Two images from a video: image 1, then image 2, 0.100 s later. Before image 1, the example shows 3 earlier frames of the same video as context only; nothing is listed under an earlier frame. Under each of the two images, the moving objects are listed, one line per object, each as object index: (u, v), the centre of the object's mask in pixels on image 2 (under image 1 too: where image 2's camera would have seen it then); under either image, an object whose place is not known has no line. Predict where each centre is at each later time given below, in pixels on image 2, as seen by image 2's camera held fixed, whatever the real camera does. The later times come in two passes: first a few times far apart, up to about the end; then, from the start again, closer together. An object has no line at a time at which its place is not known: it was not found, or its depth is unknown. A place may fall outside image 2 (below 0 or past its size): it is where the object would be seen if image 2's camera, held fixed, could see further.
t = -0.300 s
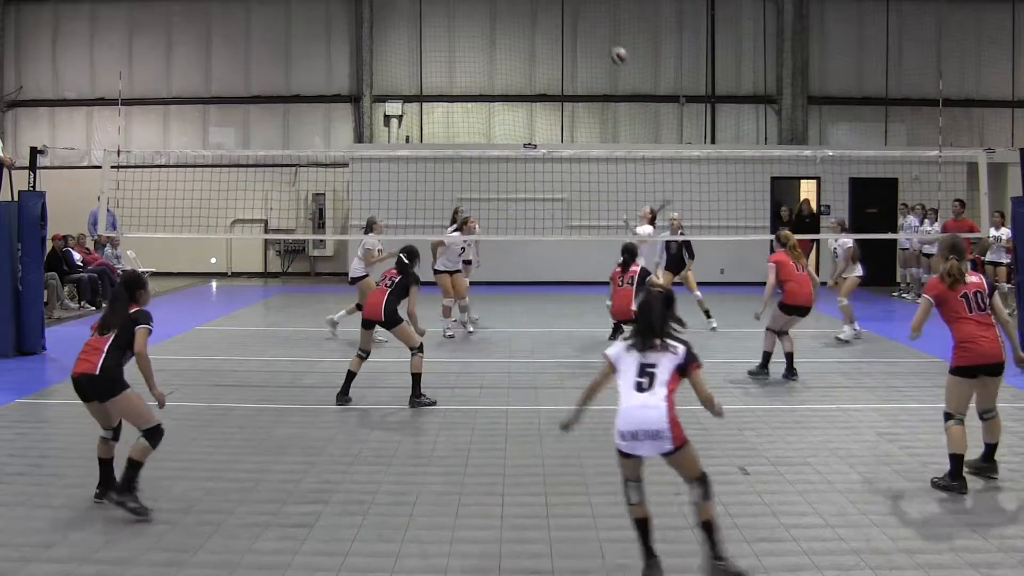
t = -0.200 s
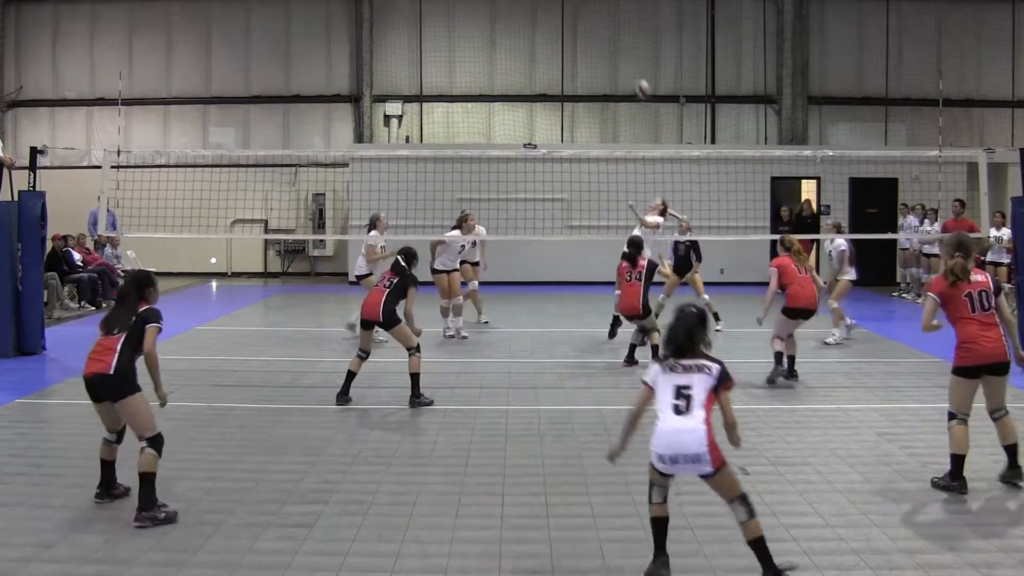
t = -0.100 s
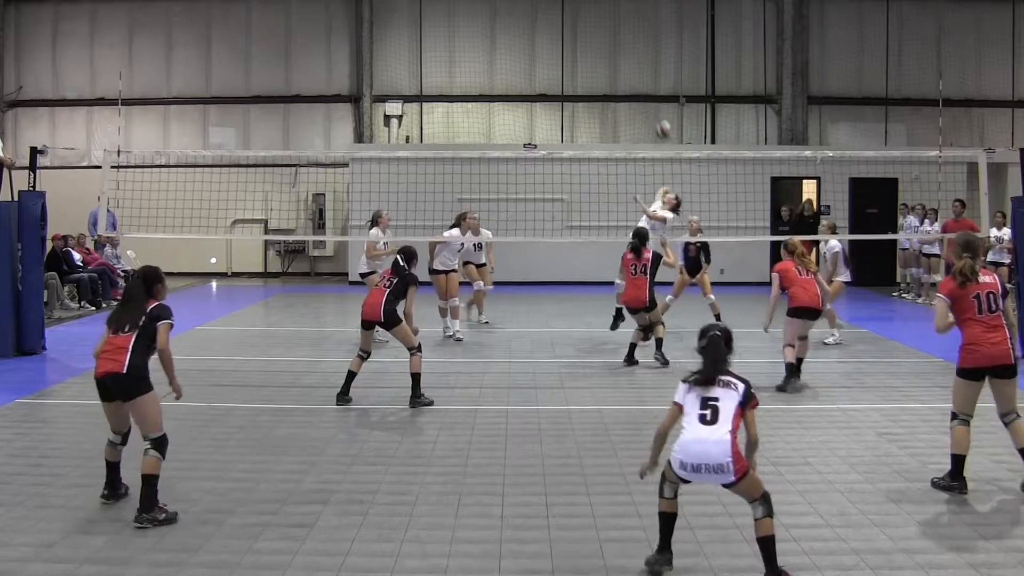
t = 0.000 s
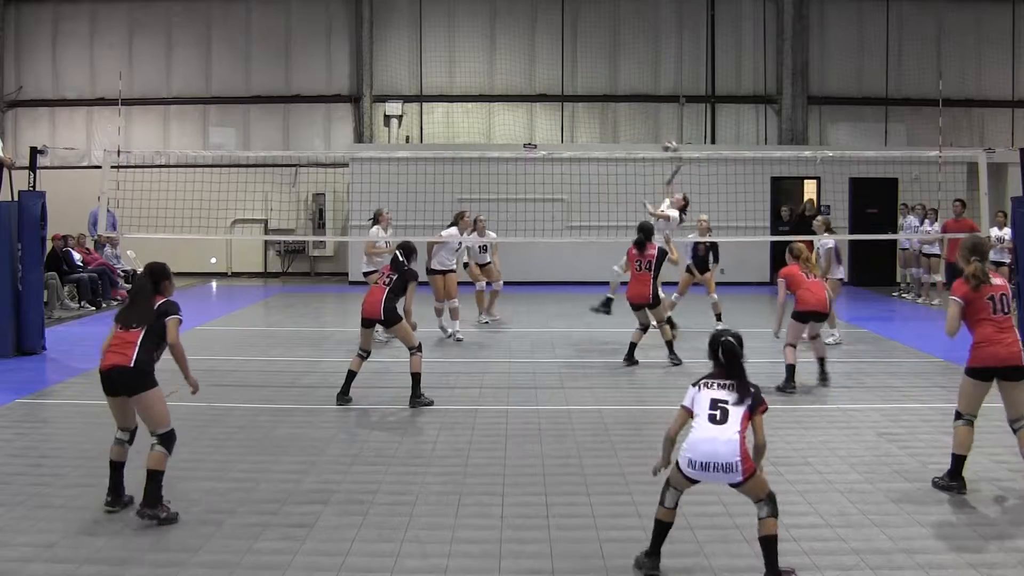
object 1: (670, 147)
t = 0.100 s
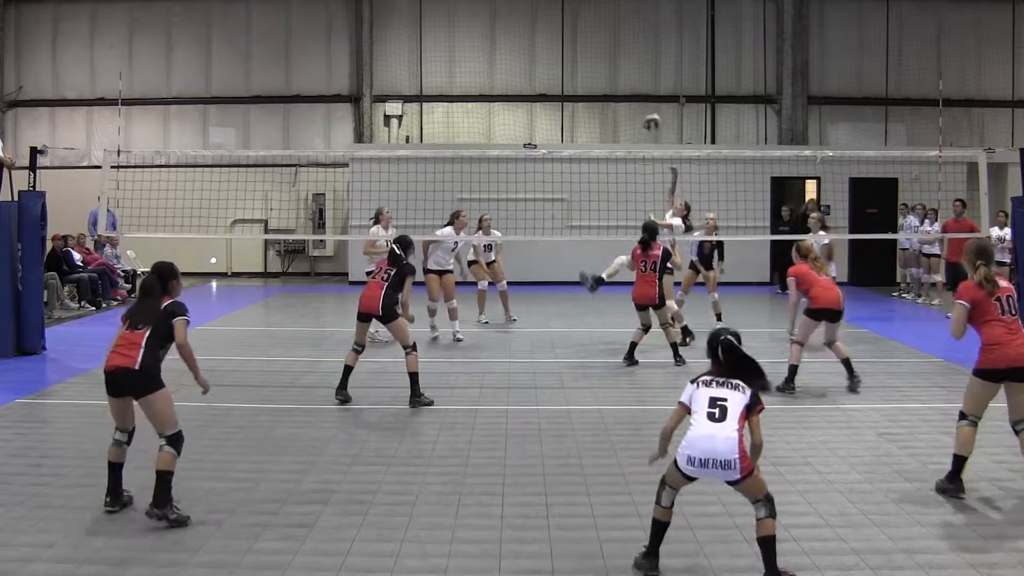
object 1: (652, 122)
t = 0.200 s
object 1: (629, 100)
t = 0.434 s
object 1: (568, 87)
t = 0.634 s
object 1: (499, 128)
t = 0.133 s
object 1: (644, 114)
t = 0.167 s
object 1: (638, 106)
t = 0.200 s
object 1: (629, 100)
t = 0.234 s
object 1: (621, 96)
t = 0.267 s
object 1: (614, 92)
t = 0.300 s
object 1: (606, 89)
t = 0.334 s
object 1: (597, 86)
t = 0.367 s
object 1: (588, 85)
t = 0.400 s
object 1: (577, 86)
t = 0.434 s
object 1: (568, 87)
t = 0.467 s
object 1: (558, 89)
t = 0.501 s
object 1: (547, 94)
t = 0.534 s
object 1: (535, 99)
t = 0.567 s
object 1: (525, 107)
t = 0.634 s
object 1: (499, 128)
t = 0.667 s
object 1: (486, 141)
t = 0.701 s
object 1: (472, 157)
